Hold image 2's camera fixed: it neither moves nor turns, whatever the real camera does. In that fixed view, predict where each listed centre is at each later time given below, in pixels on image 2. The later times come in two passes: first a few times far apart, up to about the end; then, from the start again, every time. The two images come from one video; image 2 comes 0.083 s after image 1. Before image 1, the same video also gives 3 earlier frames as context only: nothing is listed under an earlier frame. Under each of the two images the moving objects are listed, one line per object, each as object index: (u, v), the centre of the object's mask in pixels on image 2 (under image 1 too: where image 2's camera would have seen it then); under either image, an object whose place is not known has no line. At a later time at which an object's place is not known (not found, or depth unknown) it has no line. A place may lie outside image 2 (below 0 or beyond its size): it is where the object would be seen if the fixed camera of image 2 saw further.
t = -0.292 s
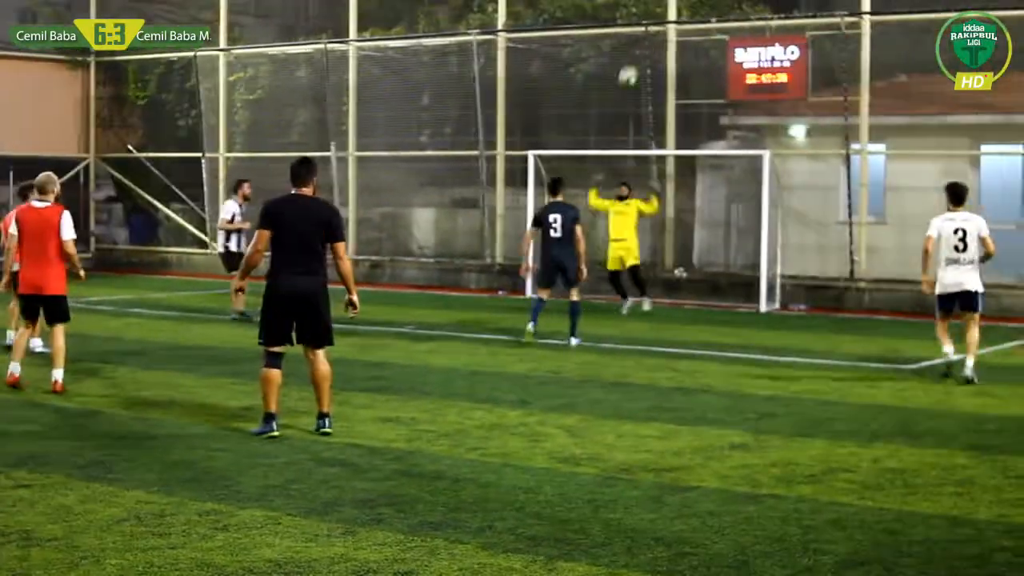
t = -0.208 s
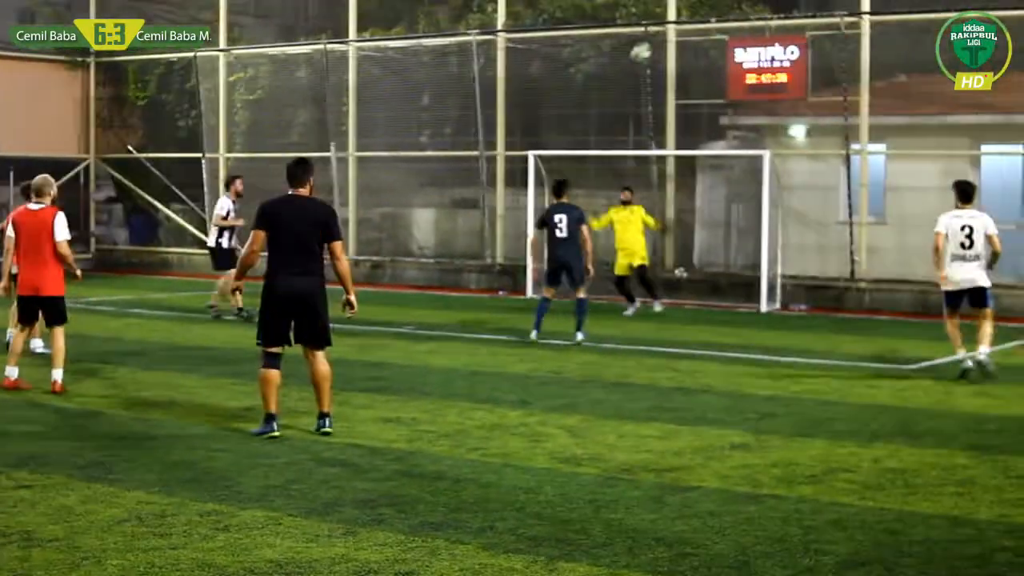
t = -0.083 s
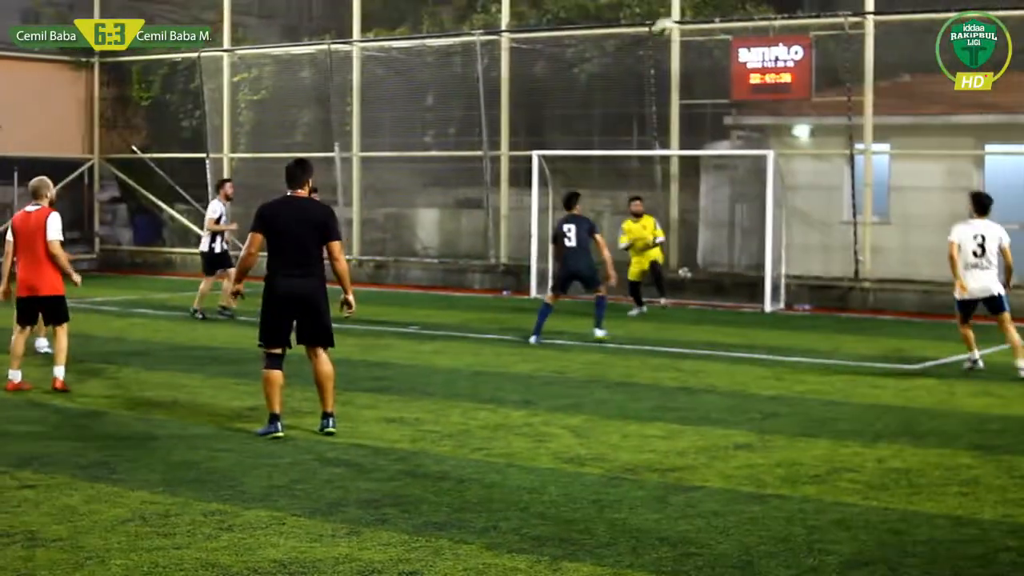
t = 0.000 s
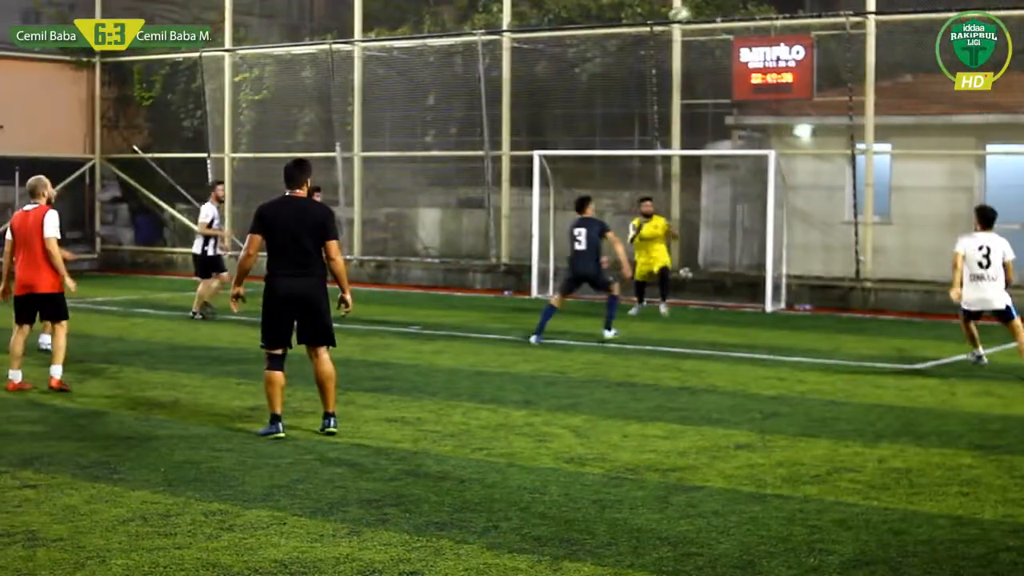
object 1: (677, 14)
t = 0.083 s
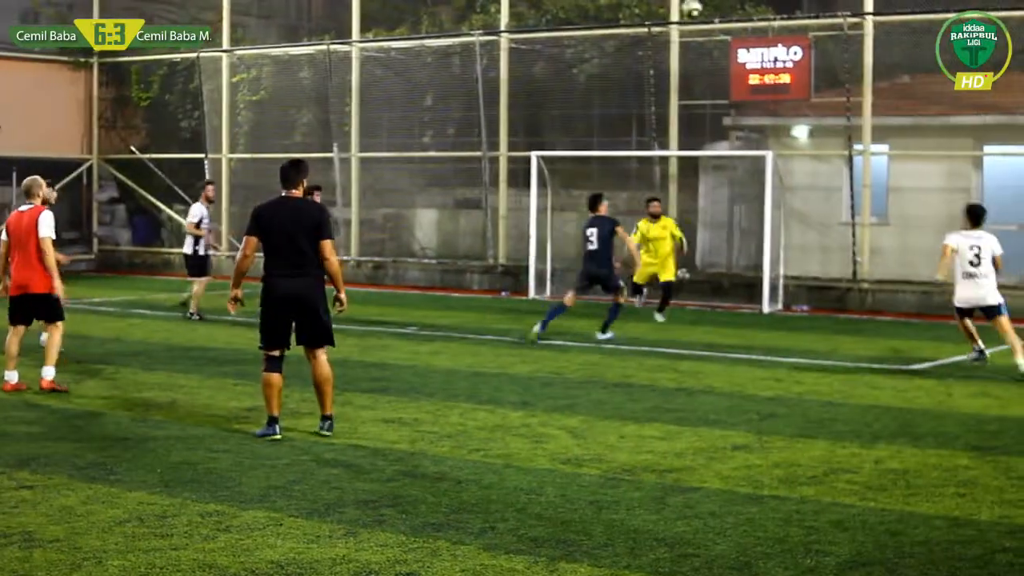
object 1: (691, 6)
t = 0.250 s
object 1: (720, 10)
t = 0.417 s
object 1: (751, 33)
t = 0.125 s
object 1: (699, 3)
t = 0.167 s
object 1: (706, 5)
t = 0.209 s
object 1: (713, 6)
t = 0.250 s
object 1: (720, 10)
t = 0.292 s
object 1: (728, 10)
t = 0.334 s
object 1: (736, 15)
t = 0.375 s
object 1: (745, 23)
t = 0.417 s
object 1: (751, 33)
